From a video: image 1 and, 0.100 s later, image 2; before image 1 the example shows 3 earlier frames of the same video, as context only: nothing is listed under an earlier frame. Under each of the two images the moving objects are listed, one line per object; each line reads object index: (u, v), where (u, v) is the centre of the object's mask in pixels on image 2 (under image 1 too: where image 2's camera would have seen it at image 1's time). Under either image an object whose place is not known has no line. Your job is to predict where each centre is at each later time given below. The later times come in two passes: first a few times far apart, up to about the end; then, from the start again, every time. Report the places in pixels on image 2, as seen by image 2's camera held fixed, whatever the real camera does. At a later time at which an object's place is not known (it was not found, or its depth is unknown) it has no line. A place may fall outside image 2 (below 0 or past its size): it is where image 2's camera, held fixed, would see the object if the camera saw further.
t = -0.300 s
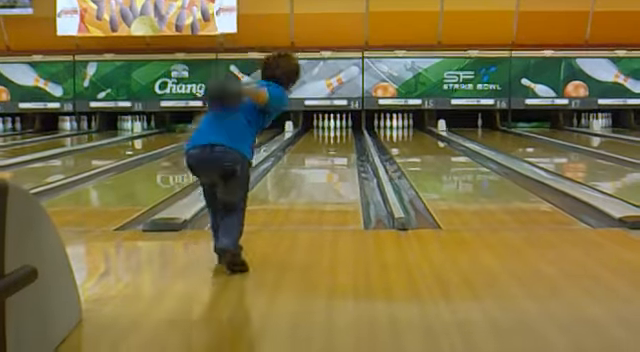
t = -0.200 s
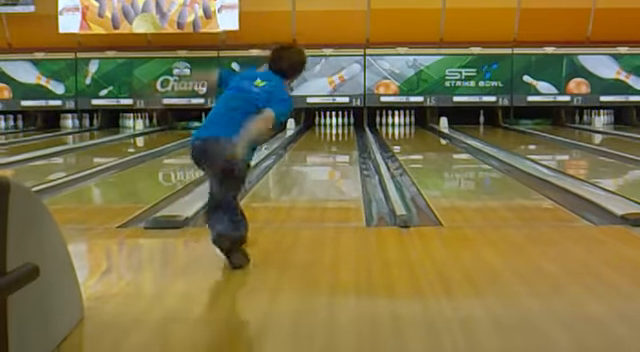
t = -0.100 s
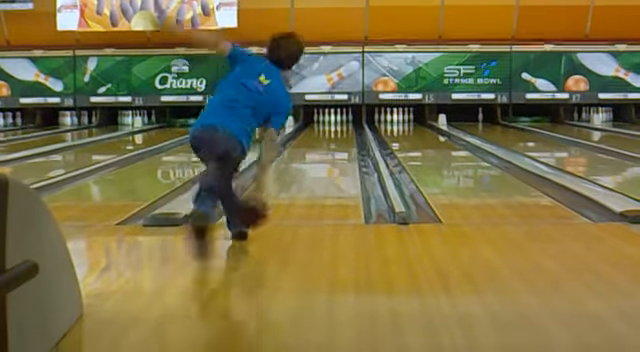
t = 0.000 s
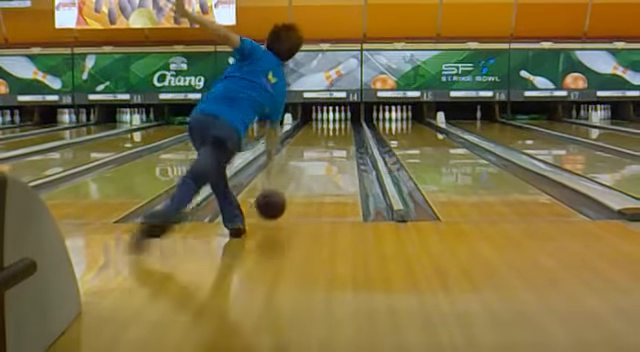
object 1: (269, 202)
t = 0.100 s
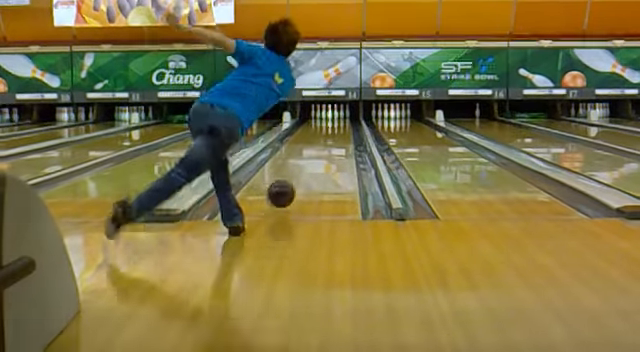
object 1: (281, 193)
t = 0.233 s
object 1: (293, 183)
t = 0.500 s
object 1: (311, 164)
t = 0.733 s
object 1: (321, 153)
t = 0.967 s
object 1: (328, 145)
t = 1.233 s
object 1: (334, 137)
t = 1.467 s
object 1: (338, 132)
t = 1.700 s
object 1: (340, 126)
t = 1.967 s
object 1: (341, 122)
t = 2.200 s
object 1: (340, 120)
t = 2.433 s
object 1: (337, 117)
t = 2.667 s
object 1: (332, 115)
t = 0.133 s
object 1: (284, 193)
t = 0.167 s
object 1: (287, 189)
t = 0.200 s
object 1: (290, 185)
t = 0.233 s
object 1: (293, 183)
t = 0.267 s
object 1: (296, 181)
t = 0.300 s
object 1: (298, 178)
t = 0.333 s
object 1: (300, 175)
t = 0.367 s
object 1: (303, 173)
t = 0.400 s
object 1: (305, 171)
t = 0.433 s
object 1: (307, 168)
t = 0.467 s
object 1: (309, 166)
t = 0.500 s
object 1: (311, 164)
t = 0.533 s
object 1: (312, 162)
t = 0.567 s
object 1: (314, 161)
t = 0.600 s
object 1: (316, 159)
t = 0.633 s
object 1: (317, 157)
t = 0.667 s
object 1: (318, 156)
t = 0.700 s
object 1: (320, 154)
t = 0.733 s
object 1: (321, 153)
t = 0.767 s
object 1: (323, 151)
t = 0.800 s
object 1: (324, 150)
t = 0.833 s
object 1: (325, 149)
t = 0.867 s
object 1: (326, 148)
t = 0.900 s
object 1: (326, 147)
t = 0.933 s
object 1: (328, 146)
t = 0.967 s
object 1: (328, 145)
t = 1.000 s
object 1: (329, 143)
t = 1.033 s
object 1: (331, 141)
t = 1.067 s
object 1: (331, 141)
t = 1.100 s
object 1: (332, 140)
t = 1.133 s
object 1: (332, 140)
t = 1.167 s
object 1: (333, 138)
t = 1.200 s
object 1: (334, 137)
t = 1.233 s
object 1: (334, 137)
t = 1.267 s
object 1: (334, 136)
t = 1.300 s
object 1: (335, 136)
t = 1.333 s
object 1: (335, 135)
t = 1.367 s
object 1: (336, 133)
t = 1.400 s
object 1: (336, 133)
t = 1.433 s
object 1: (337, 133)
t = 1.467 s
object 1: (338, 132)
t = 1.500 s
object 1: (338, 131)
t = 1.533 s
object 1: (339, 130)
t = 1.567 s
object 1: (339, 129)
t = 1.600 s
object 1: (340, 128)
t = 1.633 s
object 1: (340, 127)
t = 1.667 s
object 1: (340, 127)
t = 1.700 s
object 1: (340, 126)
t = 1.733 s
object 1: (340, 126)
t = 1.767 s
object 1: (340, 126)
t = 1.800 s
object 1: (340, 126)
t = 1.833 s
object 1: (340, 125)
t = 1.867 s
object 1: (341, 125)
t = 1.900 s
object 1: (340, 124)
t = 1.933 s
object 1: (341, 124)
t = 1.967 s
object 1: (341, 122)
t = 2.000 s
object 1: (341, 122)
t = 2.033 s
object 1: (341, 121)
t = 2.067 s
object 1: (340, 121)
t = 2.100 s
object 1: (341, 120)
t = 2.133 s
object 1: (341, 120)
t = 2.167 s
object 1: (341, 120)
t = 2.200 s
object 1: (340, 120)
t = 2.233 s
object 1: (340, 119)
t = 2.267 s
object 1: (339, 119)
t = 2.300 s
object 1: (339, 119)
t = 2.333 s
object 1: (338, 118)
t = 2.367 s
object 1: (338, 117)
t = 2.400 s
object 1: (338, 117)
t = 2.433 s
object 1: (337, 117)
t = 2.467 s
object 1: (336, 117)
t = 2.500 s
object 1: (335, 117)
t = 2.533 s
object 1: (335, 117)
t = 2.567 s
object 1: (335, 116)
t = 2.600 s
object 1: (334, 115)
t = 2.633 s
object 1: (333, 115)
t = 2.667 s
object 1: (332, 115)
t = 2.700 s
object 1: (330, 116)
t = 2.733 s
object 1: (330, 116)
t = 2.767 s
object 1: (330, 117)
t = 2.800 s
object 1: (330, 116)
